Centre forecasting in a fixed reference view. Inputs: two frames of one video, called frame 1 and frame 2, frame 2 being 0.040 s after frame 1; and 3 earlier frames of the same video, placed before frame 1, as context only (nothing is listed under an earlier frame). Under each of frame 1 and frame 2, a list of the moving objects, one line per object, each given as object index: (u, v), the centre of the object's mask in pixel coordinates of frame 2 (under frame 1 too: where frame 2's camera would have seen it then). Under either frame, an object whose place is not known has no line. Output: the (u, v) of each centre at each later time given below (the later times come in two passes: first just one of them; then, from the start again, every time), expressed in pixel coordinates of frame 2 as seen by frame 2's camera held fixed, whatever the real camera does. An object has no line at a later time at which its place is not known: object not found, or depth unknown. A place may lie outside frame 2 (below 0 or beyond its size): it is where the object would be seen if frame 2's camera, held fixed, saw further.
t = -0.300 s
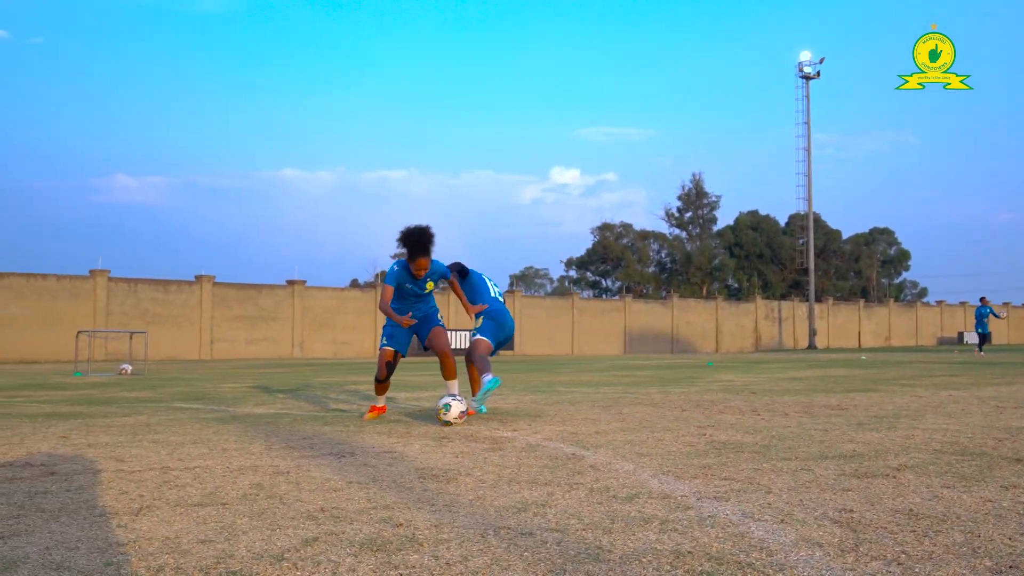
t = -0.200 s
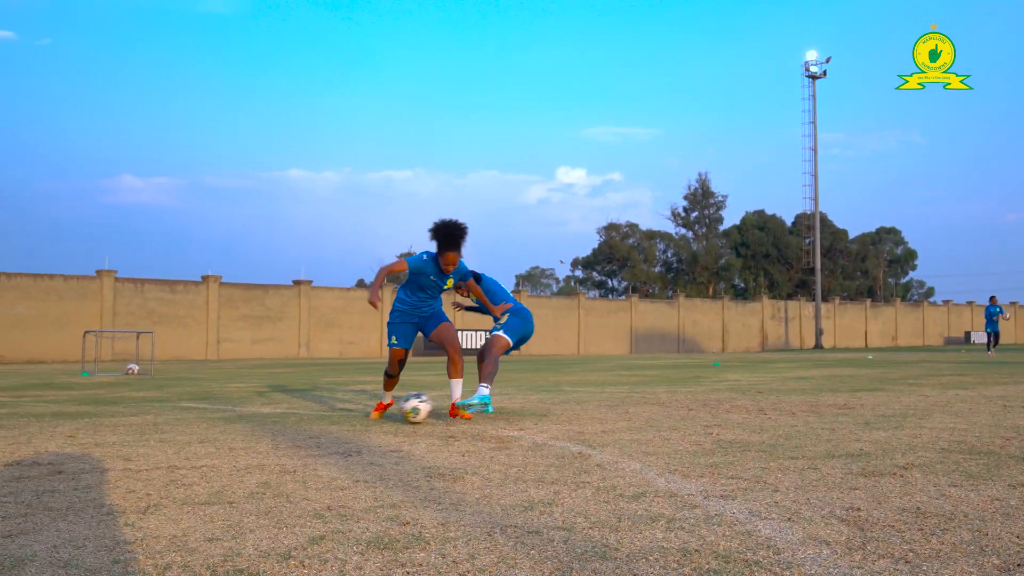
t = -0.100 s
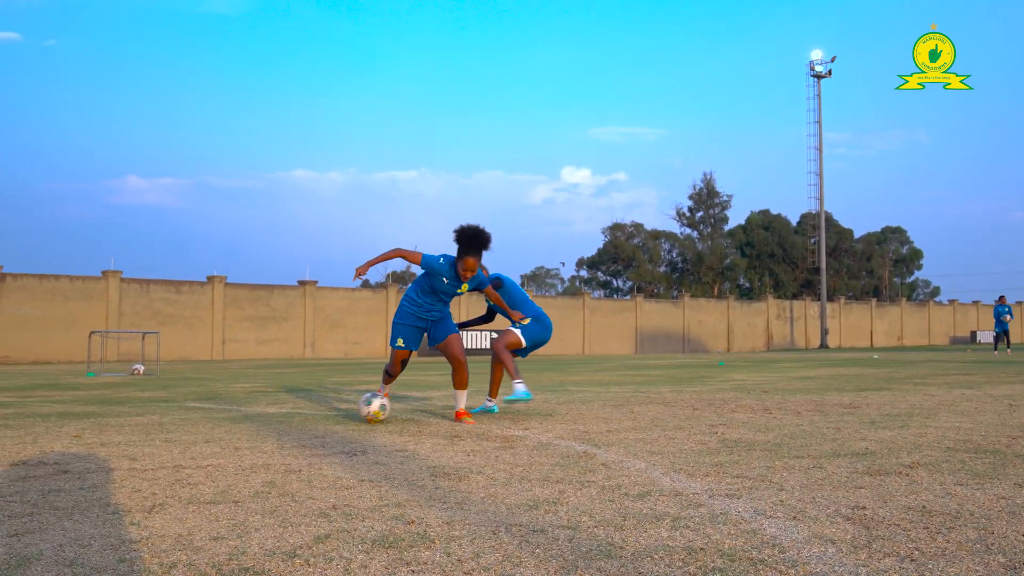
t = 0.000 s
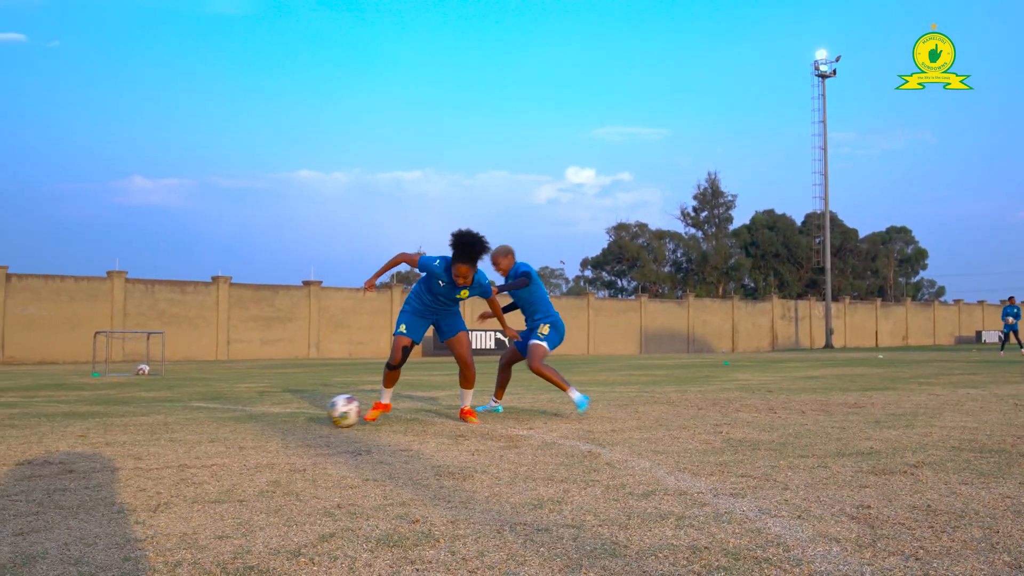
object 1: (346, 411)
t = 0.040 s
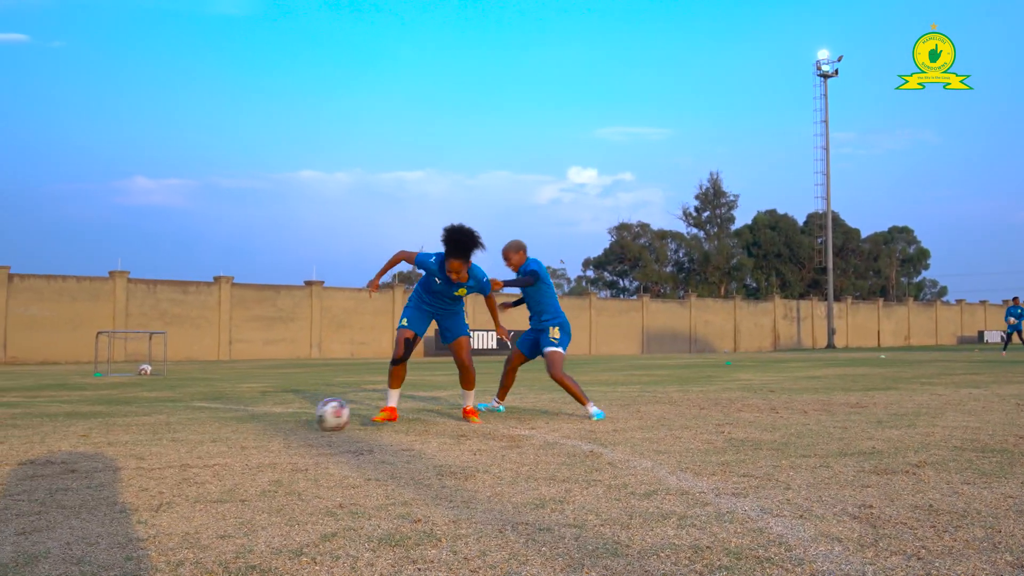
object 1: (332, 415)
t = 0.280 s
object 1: (242, 426)
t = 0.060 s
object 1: (325, 416)
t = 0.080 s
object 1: (319, 416)
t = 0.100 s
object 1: (312, 416)
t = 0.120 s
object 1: (304, 417)
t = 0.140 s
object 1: (296, 419)
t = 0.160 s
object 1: (289, 420)
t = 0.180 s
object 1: (282, 421)
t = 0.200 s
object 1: (274, 423)
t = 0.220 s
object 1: (265, 424)
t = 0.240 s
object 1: (257, 425)
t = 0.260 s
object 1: (250, 426)
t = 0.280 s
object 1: (242, 426)
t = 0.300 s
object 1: (235, 426)
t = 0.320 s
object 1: (227, 425)
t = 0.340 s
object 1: (219, 426)
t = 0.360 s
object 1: (211, 427)
